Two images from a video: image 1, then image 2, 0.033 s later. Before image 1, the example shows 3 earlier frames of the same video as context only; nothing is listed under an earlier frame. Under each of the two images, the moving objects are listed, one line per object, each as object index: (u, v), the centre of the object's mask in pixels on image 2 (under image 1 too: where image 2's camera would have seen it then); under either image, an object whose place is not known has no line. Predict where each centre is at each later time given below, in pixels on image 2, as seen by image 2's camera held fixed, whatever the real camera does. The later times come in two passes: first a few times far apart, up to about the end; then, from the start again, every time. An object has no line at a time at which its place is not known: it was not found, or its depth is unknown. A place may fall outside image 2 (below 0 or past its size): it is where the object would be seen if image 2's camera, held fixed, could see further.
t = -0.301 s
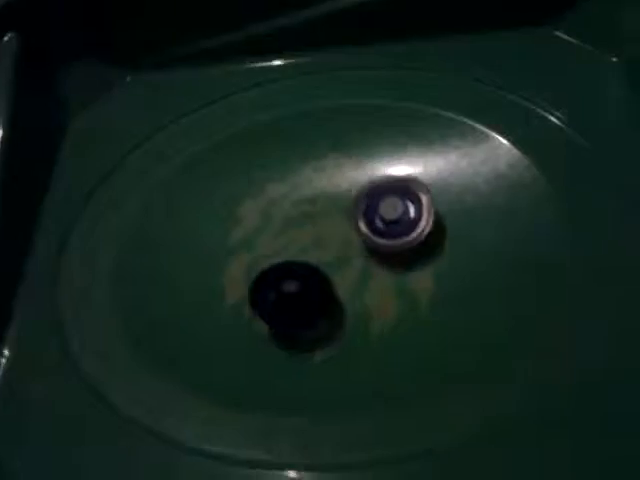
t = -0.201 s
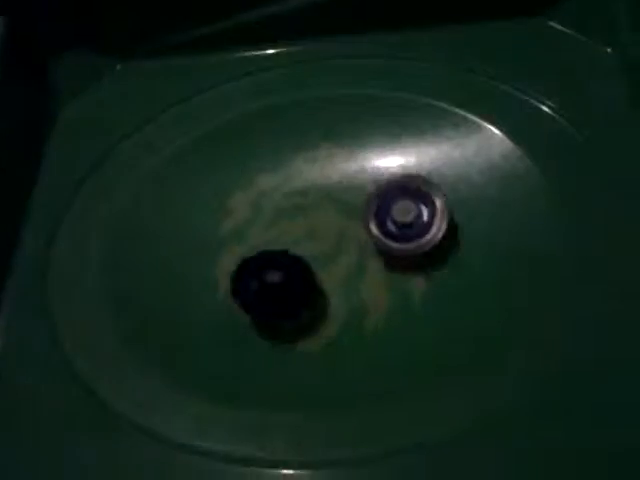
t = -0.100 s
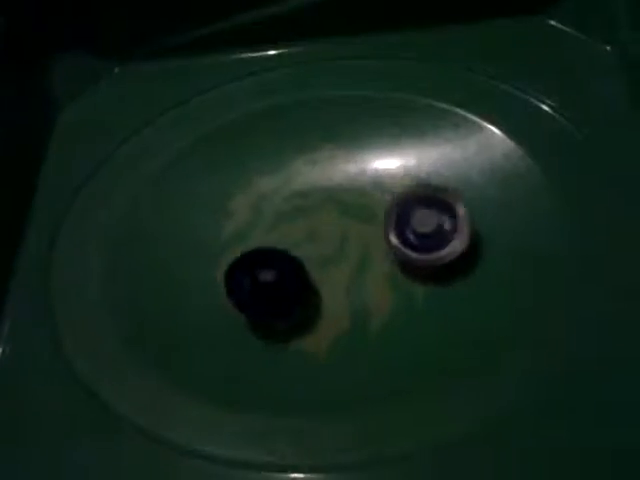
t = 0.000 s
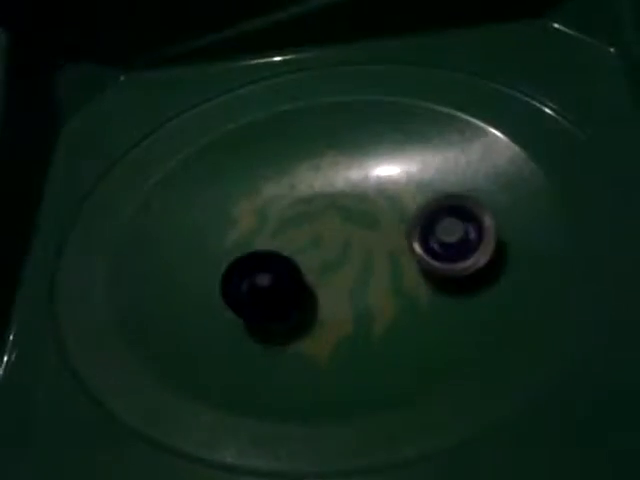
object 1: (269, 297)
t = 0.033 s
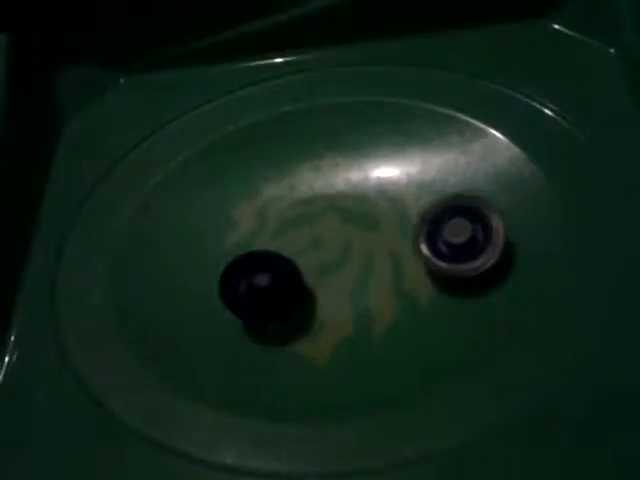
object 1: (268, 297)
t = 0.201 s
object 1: (259, 290)
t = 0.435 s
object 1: (254, 273)
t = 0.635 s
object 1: (253, 253)
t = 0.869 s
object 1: (260, 229)
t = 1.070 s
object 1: (270, 215)
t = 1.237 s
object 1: (287, 204)
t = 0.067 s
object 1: (266, 295)
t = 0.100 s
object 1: (264, 294)
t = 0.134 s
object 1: (263, 293)
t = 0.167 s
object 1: (261, 292)
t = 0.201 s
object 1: (259, 290)
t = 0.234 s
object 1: (258, 288)
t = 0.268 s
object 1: (257, 286)
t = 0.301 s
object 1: (256, 284)
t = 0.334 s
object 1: (257, 281)
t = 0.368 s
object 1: (256, 279)
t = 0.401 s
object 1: (255, 276)
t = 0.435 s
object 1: (254, 273)
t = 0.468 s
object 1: (254, 271)
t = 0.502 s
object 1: (254, 267)
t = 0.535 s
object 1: (254, 264)
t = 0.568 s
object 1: (253, 260)
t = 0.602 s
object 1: (253, 257)
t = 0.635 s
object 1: (253, 253)
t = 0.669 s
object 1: (253, 249)
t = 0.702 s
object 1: (254, 245)
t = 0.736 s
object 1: (255, 242)
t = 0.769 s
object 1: (256, 238)
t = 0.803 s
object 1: (257, 235)
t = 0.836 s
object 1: (258, 232)
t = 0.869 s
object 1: (260, 229)
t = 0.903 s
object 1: (261, 226)
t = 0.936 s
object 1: (263, 223)
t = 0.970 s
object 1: (265, 221)
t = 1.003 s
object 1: (266, 219)
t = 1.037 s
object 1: (268, 217)
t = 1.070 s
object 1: (270, 215)
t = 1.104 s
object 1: (273, 212)
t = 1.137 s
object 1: (277, 211)
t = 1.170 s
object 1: (279, 208)
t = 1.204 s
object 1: (283, 207)
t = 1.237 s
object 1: (287, 204)
